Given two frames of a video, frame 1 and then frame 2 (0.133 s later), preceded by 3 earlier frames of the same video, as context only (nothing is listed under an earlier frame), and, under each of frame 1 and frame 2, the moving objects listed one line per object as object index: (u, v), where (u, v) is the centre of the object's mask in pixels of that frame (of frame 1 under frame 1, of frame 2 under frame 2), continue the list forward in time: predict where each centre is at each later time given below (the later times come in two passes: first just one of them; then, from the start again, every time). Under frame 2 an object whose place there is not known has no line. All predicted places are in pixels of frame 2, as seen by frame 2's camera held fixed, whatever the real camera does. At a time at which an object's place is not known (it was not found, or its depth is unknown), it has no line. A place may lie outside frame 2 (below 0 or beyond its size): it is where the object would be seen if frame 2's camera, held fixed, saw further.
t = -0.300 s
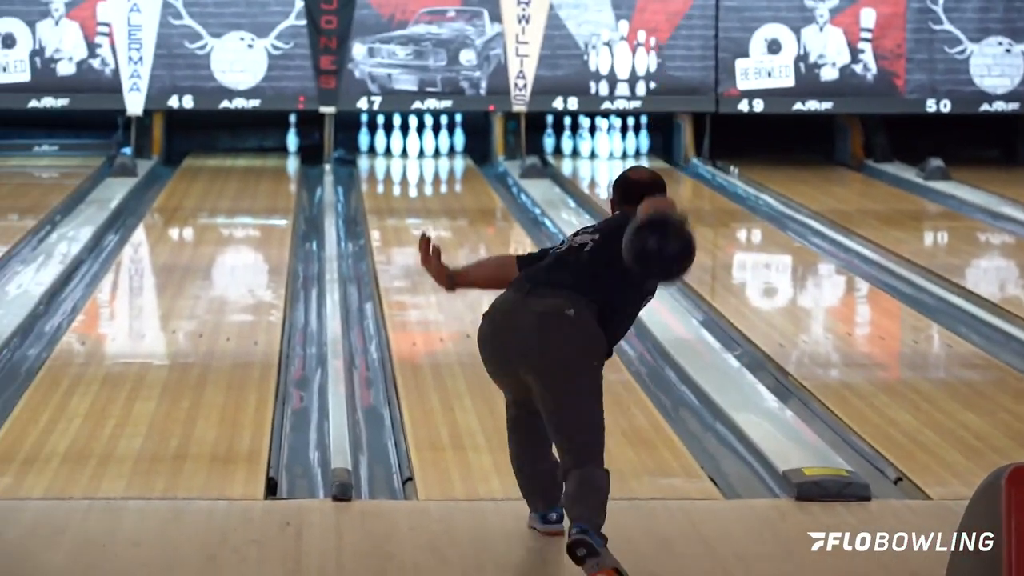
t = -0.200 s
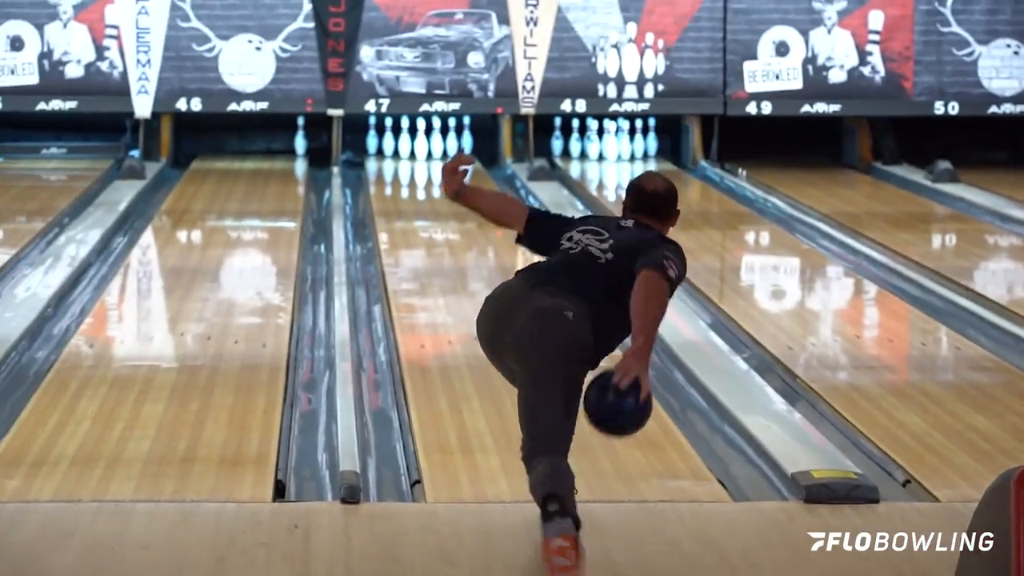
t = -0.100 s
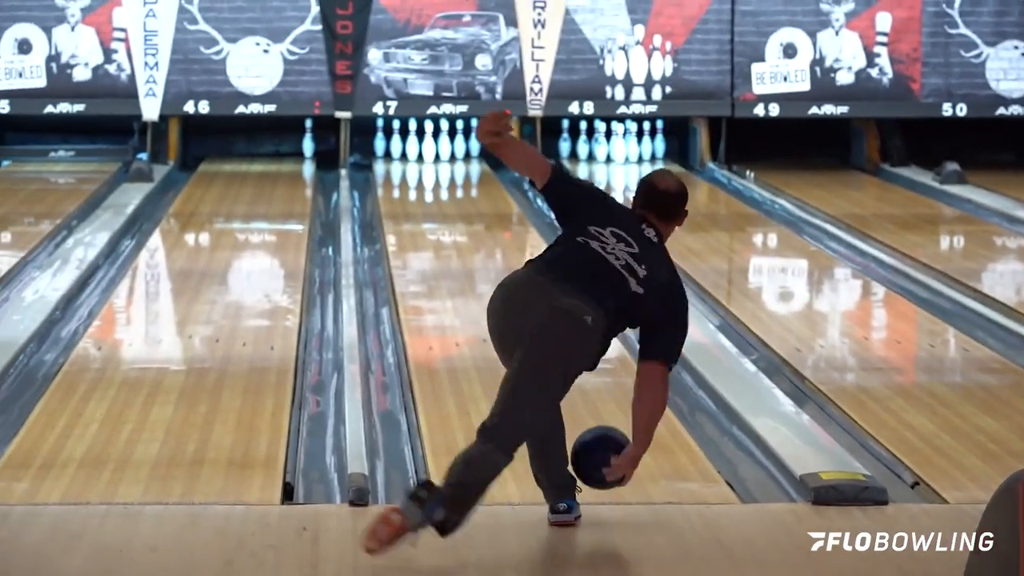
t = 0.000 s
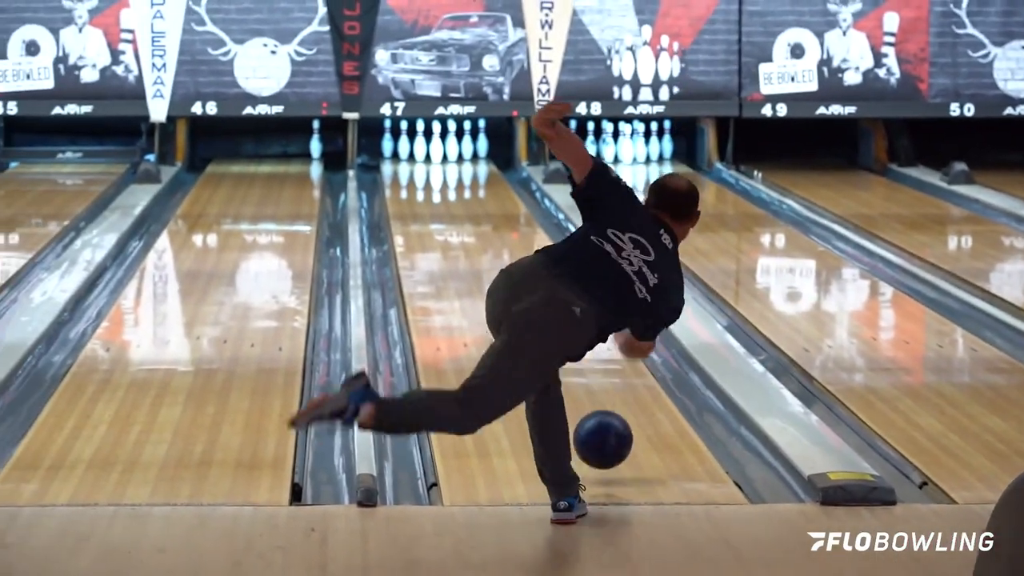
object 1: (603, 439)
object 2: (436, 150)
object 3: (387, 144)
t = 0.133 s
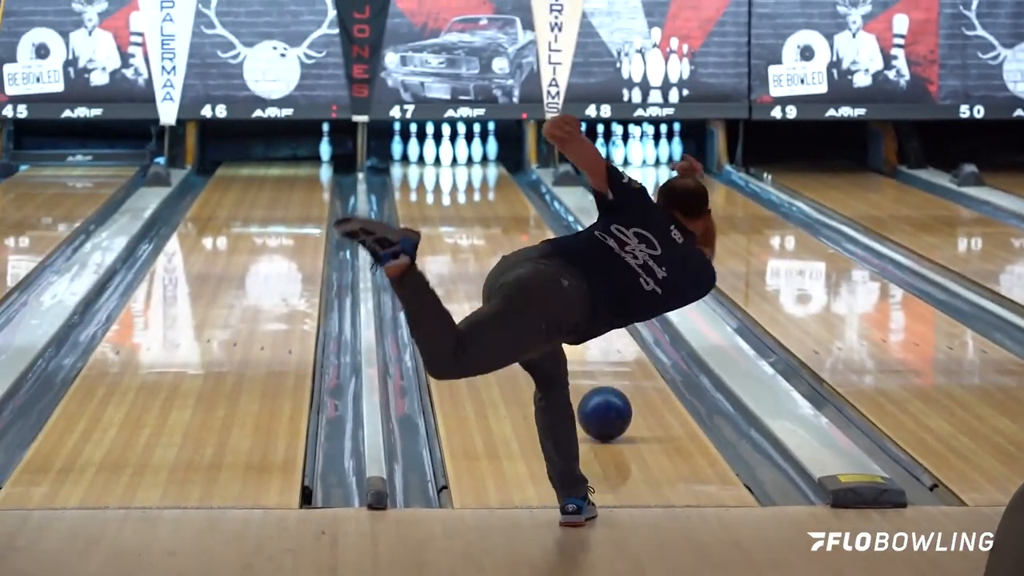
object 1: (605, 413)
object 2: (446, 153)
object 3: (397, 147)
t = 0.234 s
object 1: (599, 387)
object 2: (448, 153)
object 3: (399, 148)
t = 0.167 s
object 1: (603, 405)
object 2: (447, 153)
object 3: (398, 147)
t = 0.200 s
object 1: (600, 396)
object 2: (448, 153)
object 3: (399, 148)
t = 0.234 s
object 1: (599, 387)
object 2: (448, 153)
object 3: (399, 148)
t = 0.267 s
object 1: (599, 379)
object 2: (449, 154)
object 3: (400, 148)
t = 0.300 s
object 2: (450, 154)
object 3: (401, 148)
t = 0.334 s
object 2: (450, 155)
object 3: (402, 149)
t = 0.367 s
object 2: (451, 155)
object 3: (402, 149)
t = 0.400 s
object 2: (451, 155)
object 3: (402, 150)
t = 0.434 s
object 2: (452, 156)
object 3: (403, 150)
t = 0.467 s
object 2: (452, 156)
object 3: (404, 150)
